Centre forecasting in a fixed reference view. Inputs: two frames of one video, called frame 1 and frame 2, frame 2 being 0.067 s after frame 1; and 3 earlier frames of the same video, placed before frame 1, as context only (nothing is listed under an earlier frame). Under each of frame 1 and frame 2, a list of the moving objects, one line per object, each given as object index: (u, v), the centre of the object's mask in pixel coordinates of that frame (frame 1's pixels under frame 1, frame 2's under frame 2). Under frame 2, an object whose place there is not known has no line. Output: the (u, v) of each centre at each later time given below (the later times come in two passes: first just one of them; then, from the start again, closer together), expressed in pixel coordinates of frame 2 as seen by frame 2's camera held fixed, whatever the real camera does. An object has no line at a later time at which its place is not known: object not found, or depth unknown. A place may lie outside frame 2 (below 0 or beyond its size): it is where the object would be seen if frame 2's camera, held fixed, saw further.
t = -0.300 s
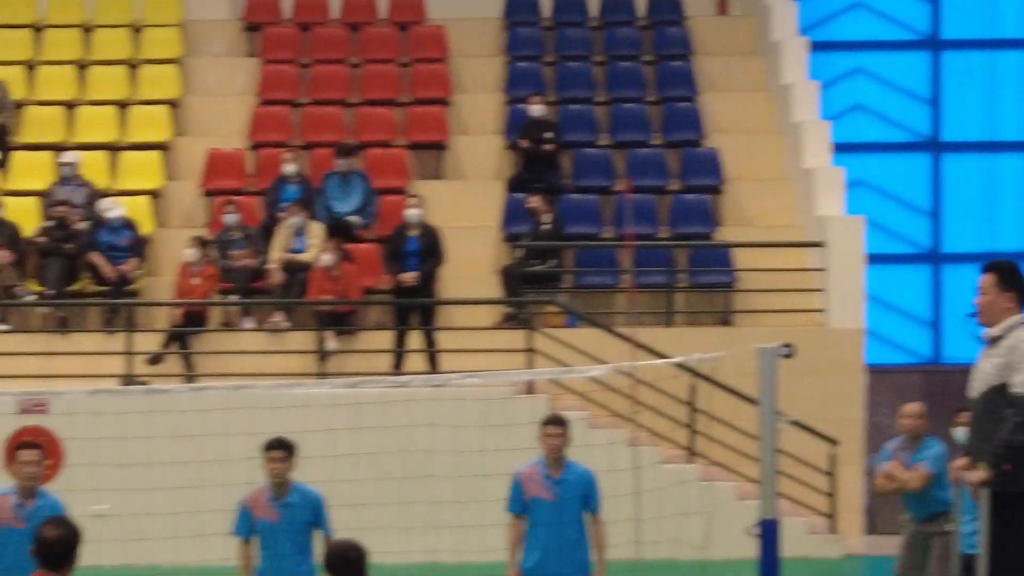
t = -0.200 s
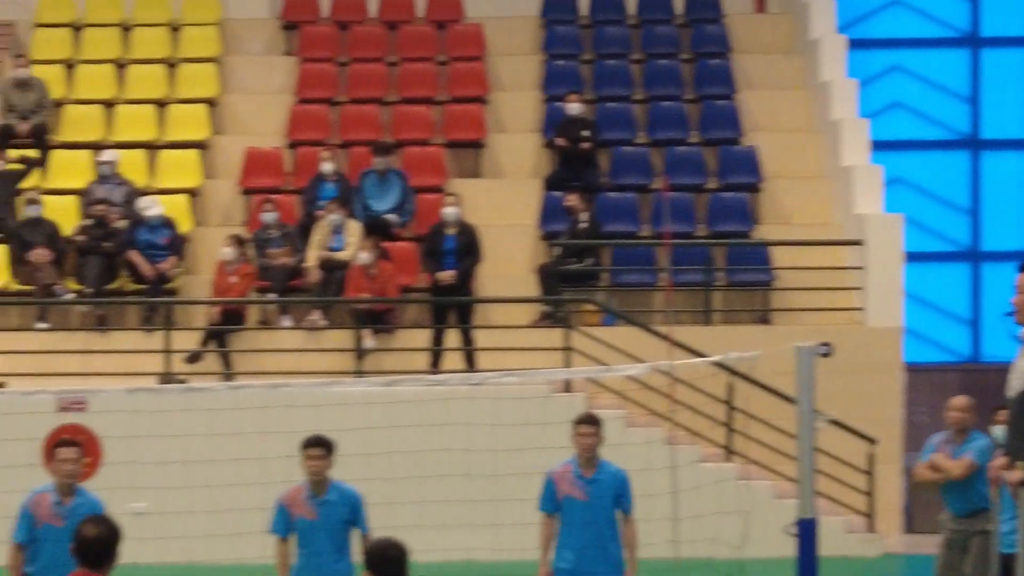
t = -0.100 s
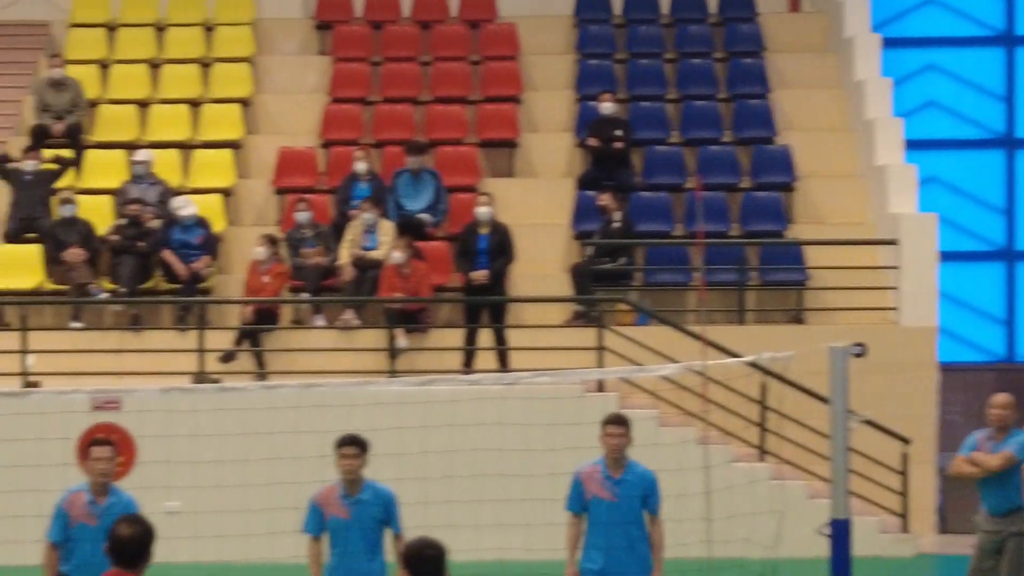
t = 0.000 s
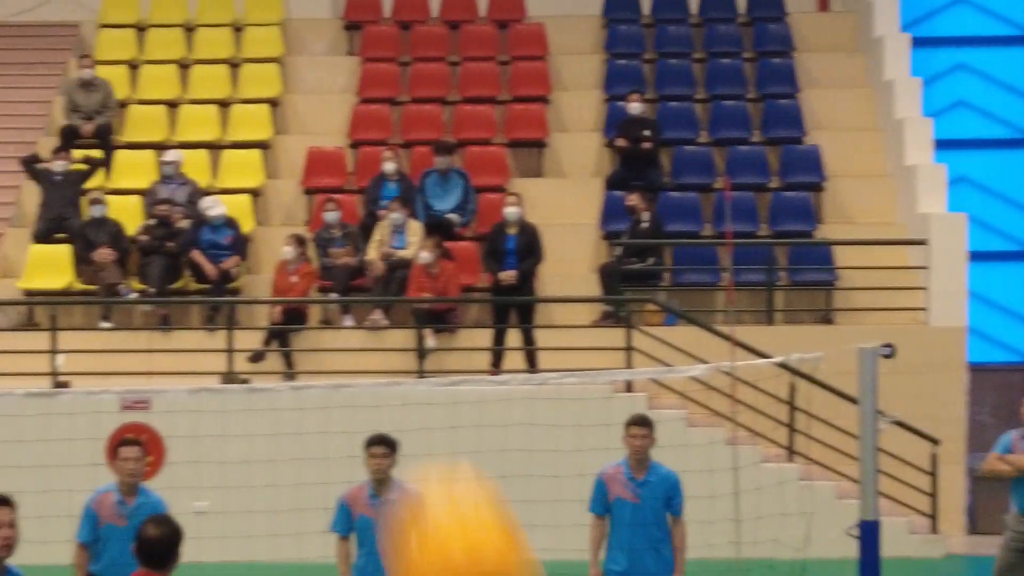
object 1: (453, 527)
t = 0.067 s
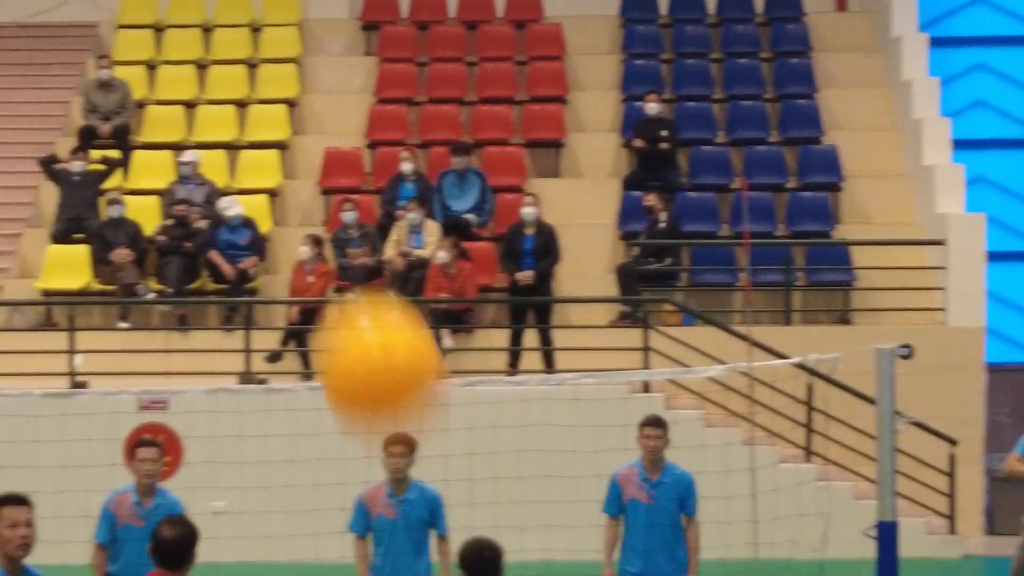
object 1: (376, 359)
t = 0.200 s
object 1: (246, 178)
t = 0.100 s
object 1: (338, 294)
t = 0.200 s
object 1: (246, 178)
